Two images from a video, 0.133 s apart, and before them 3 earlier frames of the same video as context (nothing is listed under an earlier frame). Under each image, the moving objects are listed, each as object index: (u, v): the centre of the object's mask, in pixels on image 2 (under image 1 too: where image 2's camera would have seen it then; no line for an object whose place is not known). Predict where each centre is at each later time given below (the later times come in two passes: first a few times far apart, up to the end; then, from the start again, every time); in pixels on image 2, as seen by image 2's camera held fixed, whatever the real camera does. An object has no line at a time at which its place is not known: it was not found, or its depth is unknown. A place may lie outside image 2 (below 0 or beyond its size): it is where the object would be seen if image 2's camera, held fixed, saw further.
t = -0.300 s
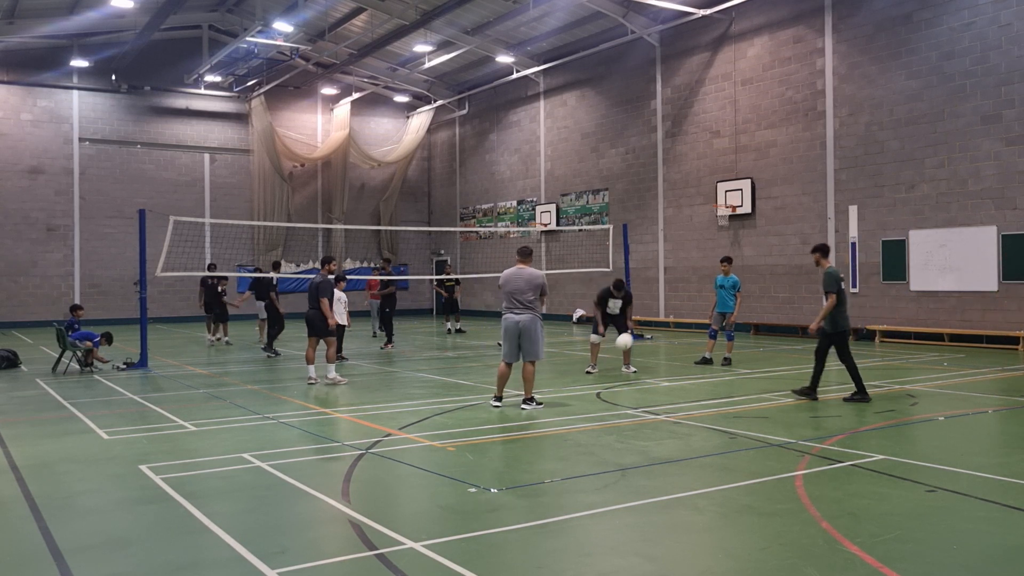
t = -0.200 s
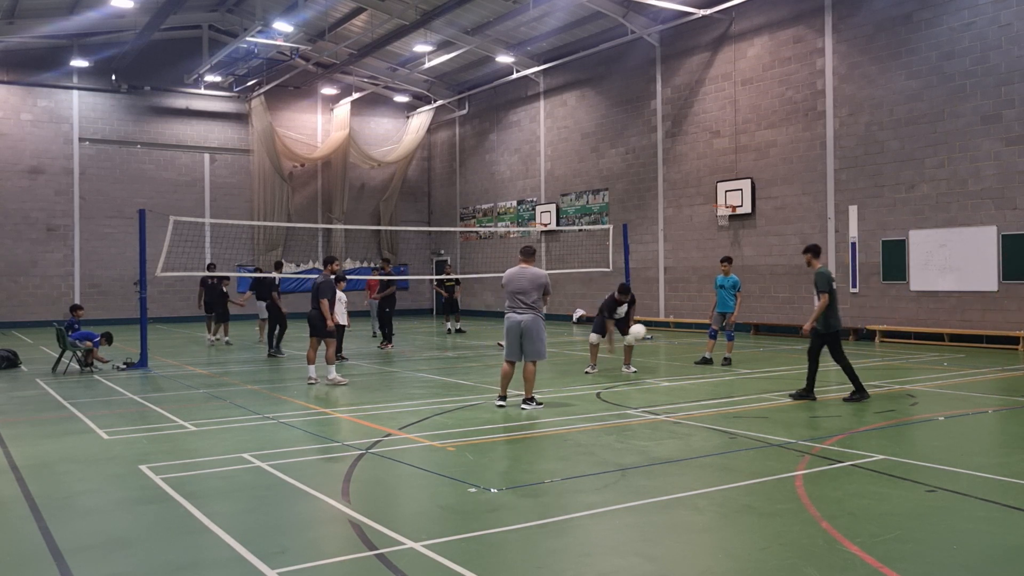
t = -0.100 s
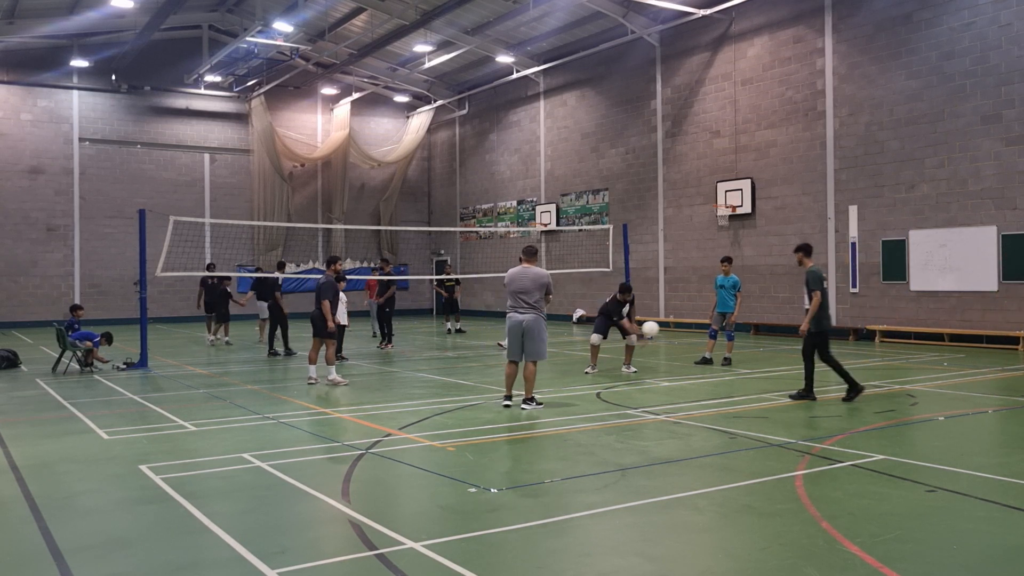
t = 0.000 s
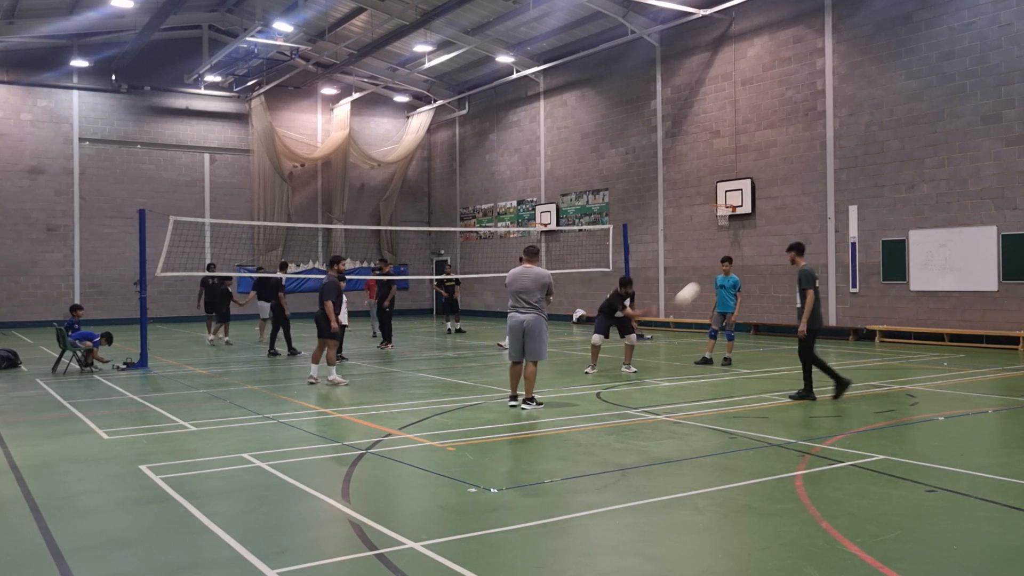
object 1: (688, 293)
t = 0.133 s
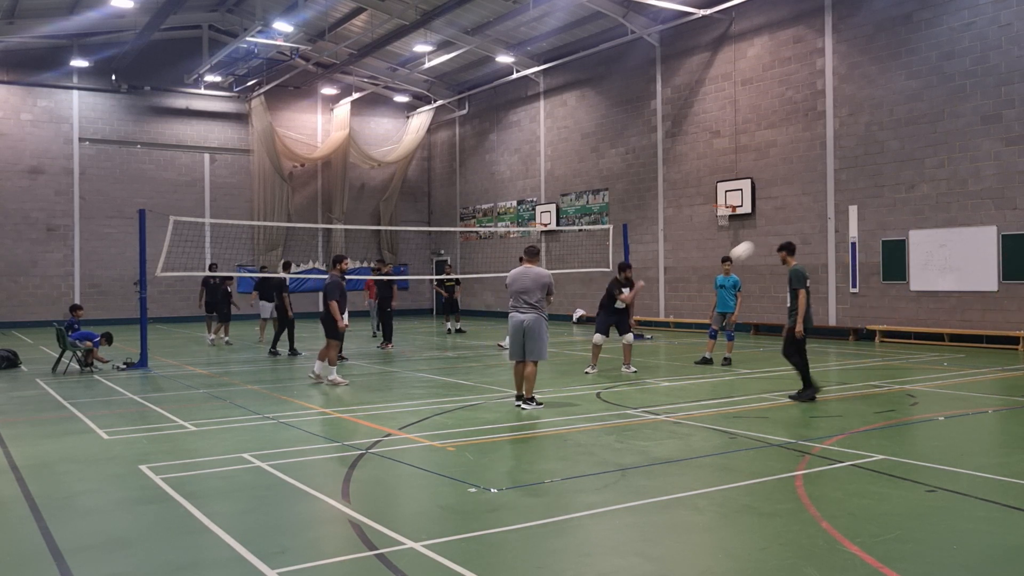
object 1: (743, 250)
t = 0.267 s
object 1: (796, 222)
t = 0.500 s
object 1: (890, 205)
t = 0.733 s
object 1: (986, 229)
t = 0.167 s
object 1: (755, 243)
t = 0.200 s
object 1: (770, 235)
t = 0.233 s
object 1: (782, 229)
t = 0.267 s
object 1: (796, 222)
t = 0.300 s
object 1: (810, 217)
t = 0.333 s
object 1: (822, 214)
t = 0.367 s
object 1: (836, 210)
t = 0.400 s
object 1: (850, 207)
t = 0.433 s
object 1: (864, 205)
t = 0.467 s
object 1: (877, 205)
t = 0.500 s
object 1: (890, 205)
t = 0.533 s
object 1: (904, 207)
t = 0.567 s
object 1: (918, 208)
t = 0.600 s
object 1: (932, 210)
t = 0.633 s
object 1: (945, 214)
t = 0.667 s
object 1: (959, 217)
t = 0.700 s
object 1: (972, 222)
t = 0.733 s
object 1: (986, 229)
